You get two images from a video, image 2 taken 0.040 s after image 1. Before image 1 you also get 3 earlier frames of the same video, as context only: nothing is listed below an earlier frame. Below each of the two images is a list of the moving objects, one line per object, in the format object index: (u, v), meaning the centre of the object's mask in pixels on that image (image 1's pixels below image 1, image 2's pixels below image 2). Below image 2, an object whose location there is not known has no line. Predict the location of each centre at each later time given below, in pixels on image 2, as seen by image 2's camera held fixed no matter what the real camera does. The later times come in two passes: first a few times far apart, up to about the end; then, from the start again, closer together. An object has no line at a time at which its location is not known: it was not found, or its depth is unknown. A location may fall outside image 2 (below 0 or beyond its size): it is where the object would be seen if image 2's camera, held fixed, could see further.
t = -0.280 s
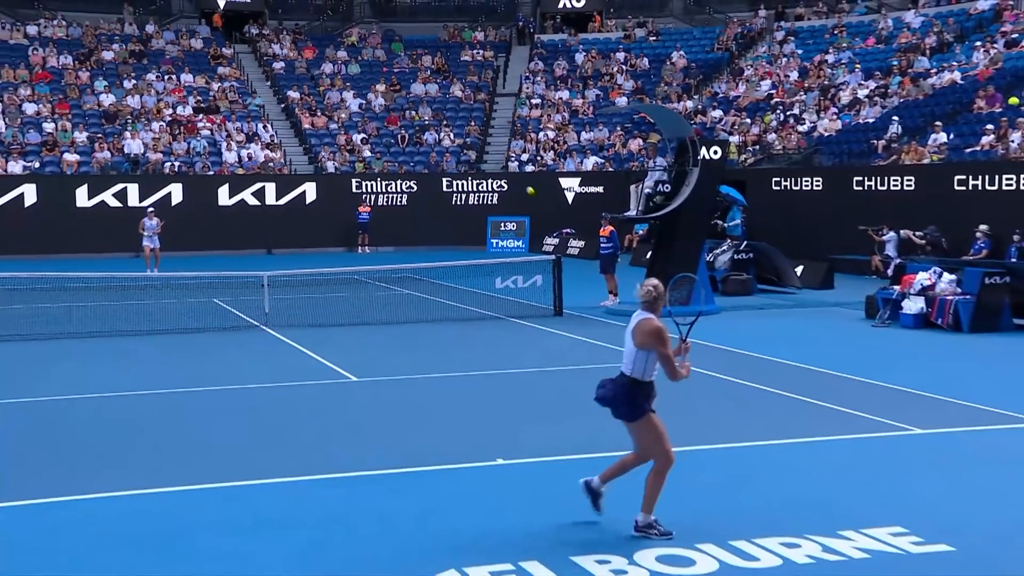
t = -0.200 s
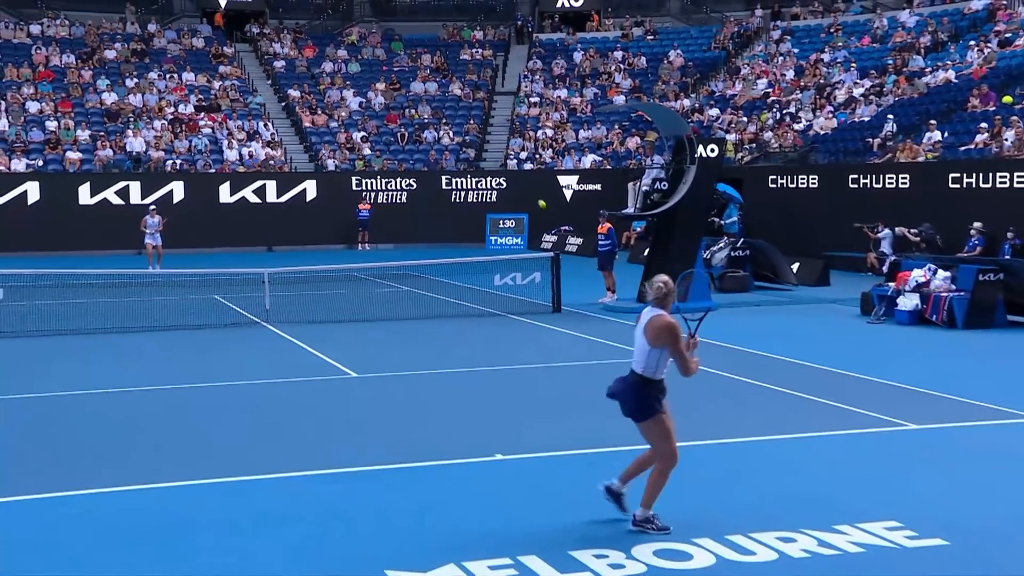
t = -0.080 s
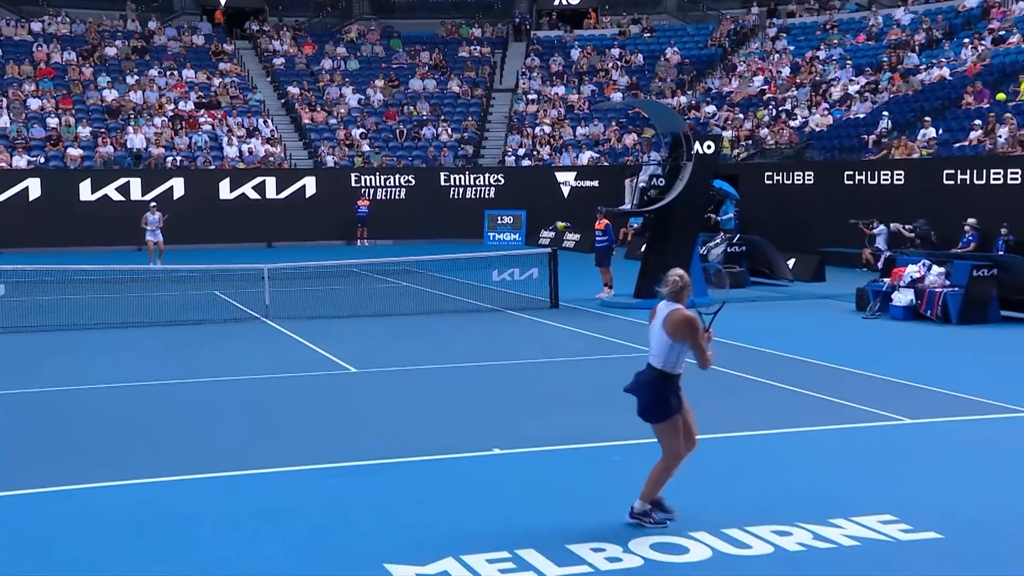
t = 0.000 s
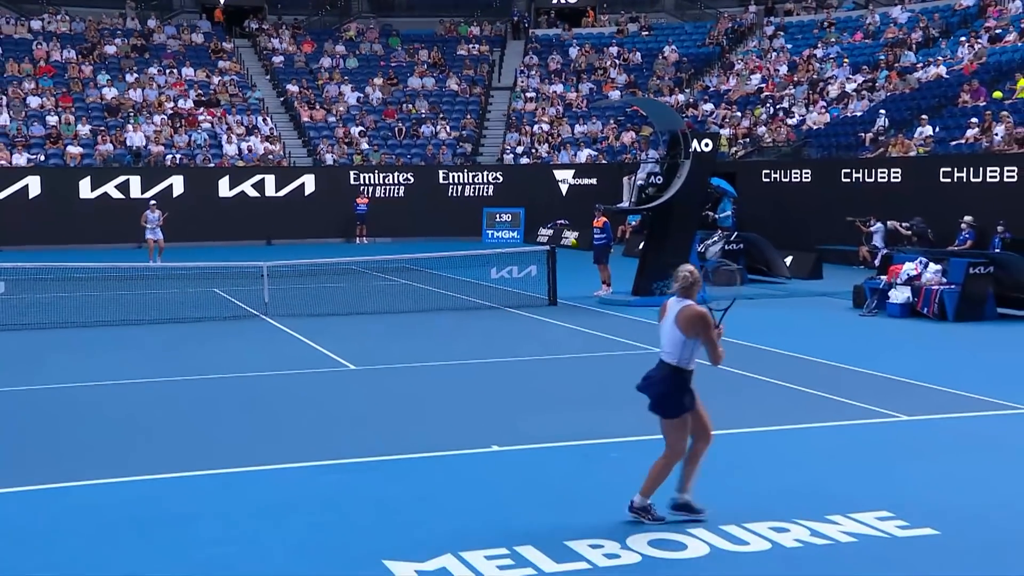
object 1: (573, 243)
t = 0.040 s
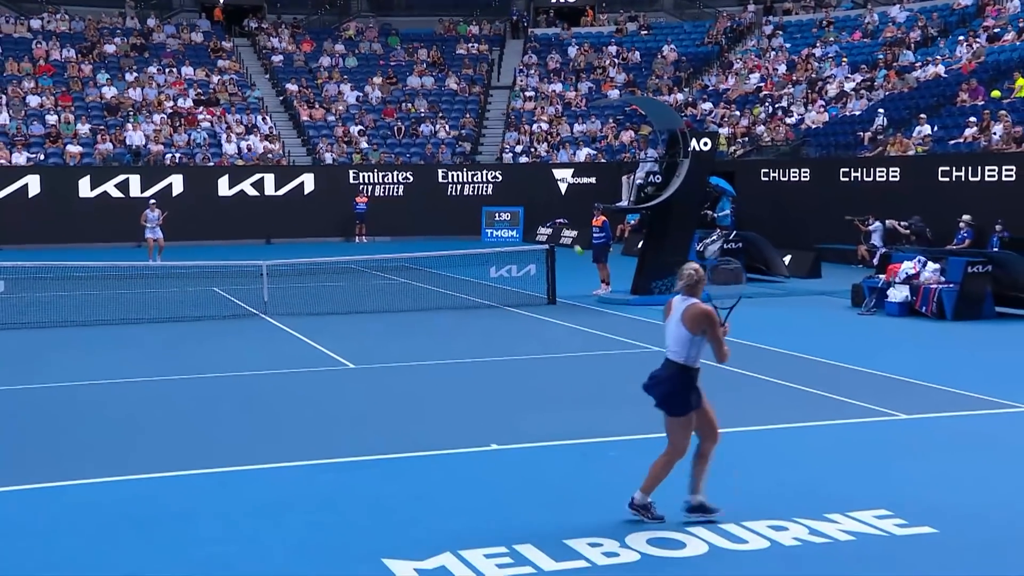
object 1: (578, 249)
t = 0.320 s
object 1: (630, 324)
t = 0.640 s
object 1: (693, 400)
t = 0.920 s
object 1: (733, 341)
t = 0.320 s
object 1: (630, 324)
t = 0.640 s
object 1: (693, 400)
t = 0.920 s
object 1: (733, 341)
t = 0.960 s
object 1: (739, 333)
